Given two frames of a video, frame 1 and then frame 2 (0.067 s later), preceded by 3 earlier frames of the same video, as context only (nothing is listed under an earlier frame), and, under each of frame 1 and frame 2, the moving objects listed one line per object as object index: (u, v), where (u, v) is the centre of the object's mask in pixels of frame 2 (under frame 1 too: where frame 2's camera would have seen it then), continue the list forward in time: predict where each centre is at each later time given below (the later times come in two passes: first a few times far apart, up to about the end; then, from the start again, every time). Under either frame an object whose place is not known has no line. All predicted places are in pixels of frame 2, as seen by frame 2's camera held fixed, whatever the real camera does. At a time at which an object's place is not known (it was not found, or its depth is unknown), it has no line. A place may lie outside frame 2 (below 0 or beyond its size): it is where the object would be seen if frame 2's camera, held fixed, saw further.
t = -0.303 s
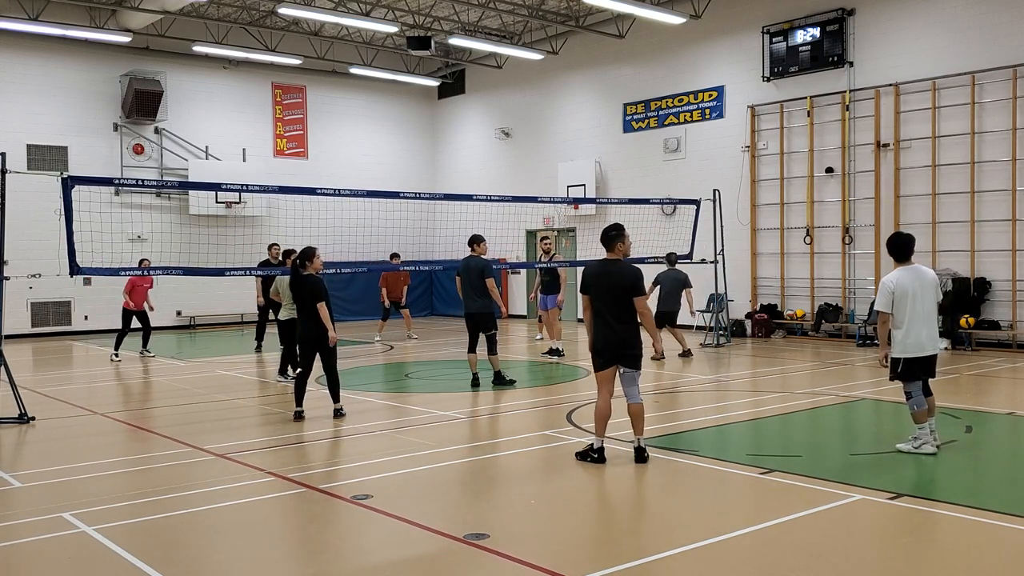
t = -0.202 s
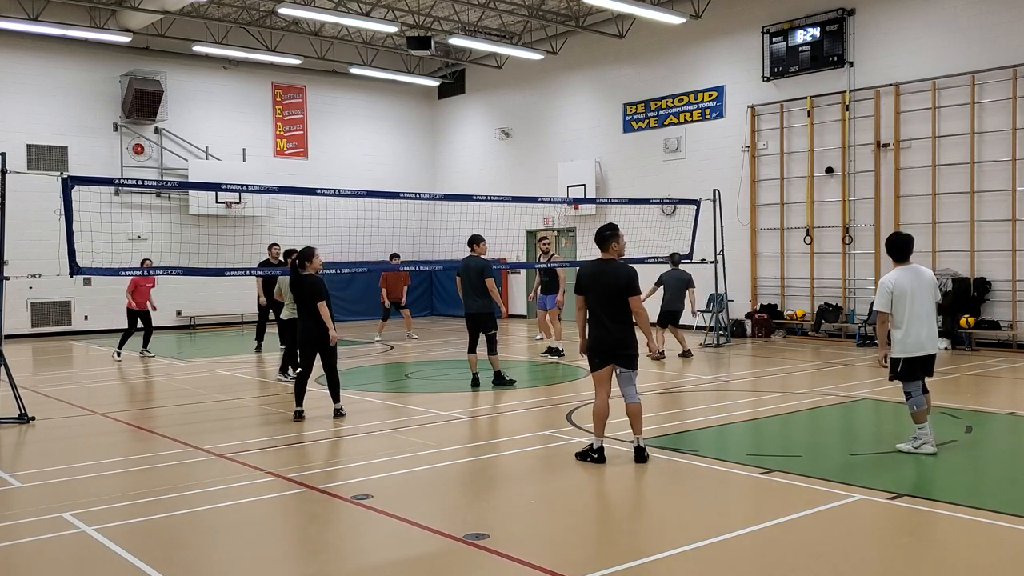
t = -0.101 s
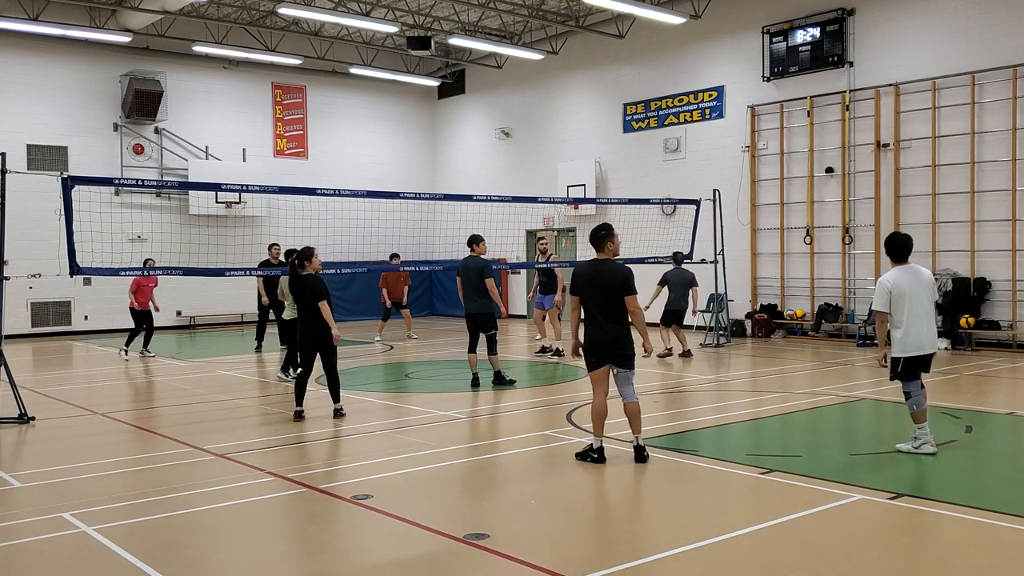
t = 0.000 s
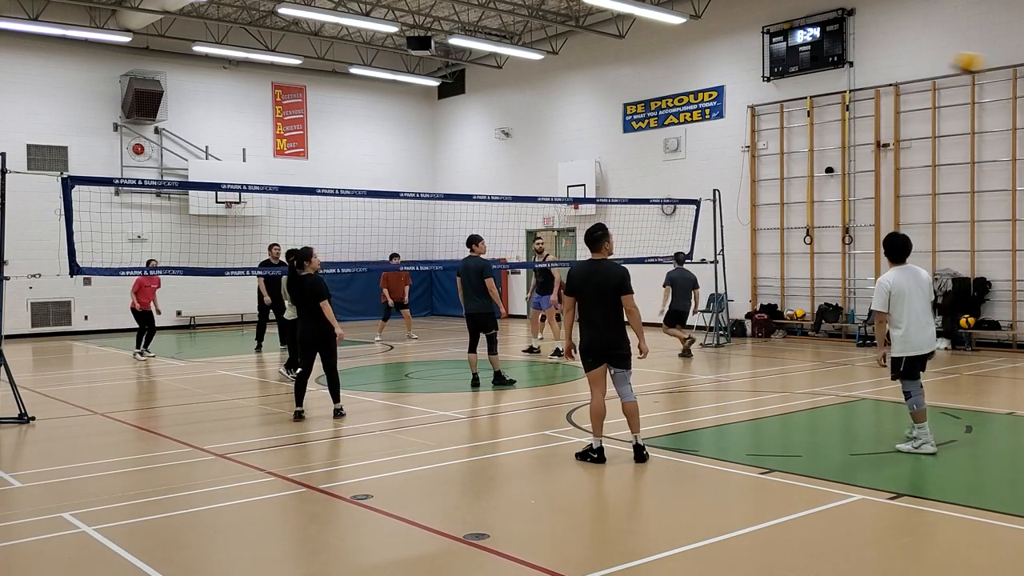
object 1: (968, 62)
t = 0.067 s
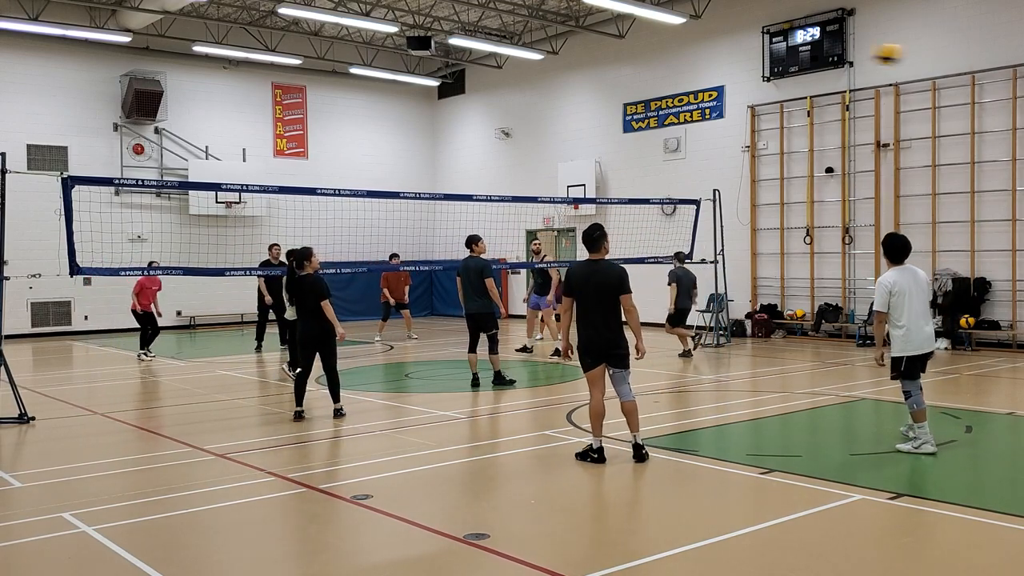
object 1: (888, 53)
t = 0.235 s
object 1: (734, 56)
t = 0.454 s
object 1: (599, 85)
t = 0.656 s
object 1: (512, 137)
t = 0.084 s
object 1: (870, 51)
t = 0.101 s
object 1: (850, 52)
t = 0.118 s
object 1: (835, 52)
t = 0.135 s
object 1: (820, 52)
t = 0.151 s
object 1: (804, 52)
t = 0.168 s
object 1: (788, 53)
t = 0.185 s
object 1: (776, 53)
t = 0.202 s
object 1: (760, 53)
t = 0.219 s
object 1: (746, 54)
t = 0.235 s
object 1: (734, 56)
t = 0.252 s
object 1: (721, 57)
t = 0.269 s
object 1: (709, 58)
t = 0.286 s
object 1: (697, 60)
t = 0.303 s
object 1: (686, 61)
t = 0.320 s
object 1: (675, 63)
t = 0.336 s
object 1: (664, 65)
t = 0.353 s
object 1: (654, 67)
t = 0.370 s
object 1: (645, 70)
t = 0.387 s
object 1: (635, 72)
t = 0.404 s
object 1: (625, 75)
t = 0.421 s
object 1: (616, 78)
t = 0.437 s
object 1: (608, 82)
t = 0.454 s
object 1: (599, 85)
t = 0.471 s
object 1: (591, 89)
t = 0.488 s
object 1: (582, 93)
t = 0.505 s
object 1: (574, 97)
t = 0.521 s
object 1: (567, 101)
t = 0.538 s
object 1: (560, 106)
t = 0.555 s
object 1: (552, 109)
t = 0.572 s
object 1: (546, 114)
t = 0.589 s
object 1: (538, 118)
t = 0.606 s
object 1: (532, 123)
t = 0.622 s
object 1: (525, 128)
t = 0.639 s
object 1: (519, 133)
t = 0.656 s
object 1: (512, 137)
